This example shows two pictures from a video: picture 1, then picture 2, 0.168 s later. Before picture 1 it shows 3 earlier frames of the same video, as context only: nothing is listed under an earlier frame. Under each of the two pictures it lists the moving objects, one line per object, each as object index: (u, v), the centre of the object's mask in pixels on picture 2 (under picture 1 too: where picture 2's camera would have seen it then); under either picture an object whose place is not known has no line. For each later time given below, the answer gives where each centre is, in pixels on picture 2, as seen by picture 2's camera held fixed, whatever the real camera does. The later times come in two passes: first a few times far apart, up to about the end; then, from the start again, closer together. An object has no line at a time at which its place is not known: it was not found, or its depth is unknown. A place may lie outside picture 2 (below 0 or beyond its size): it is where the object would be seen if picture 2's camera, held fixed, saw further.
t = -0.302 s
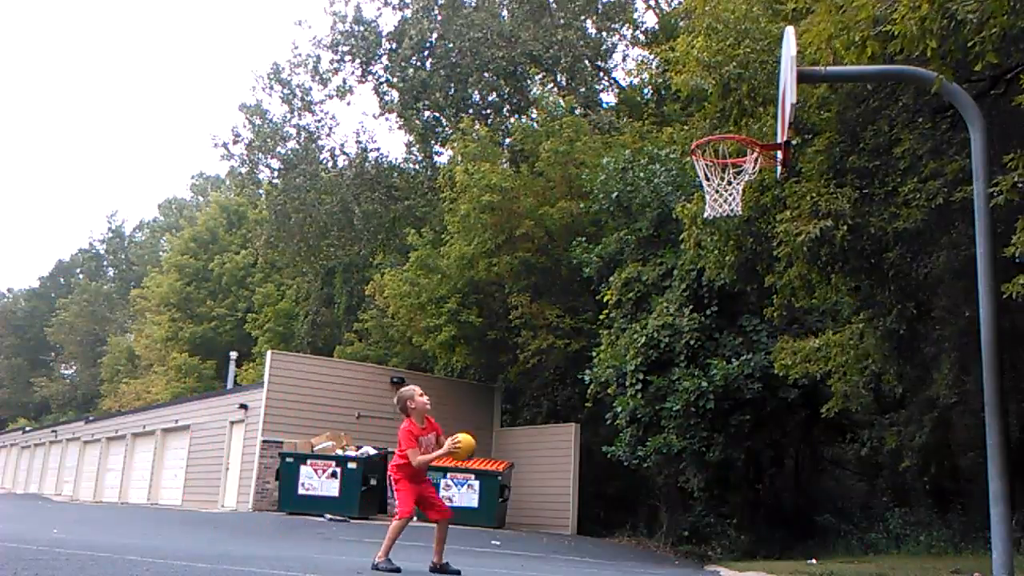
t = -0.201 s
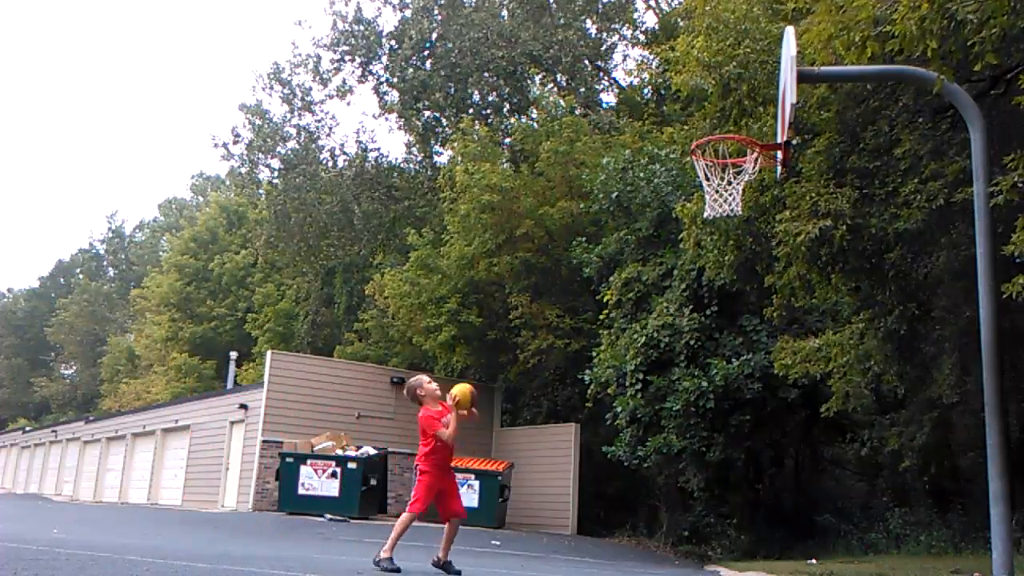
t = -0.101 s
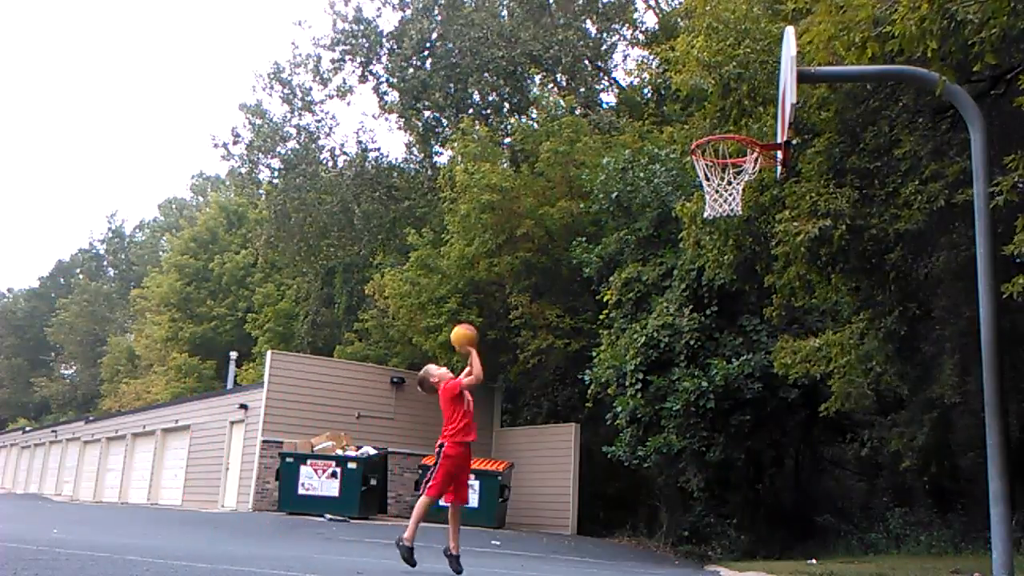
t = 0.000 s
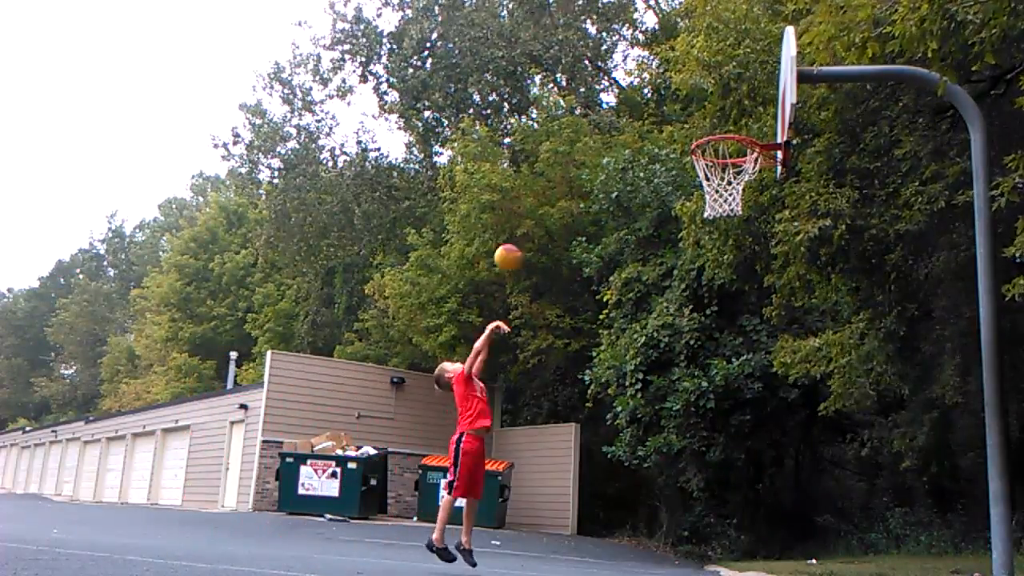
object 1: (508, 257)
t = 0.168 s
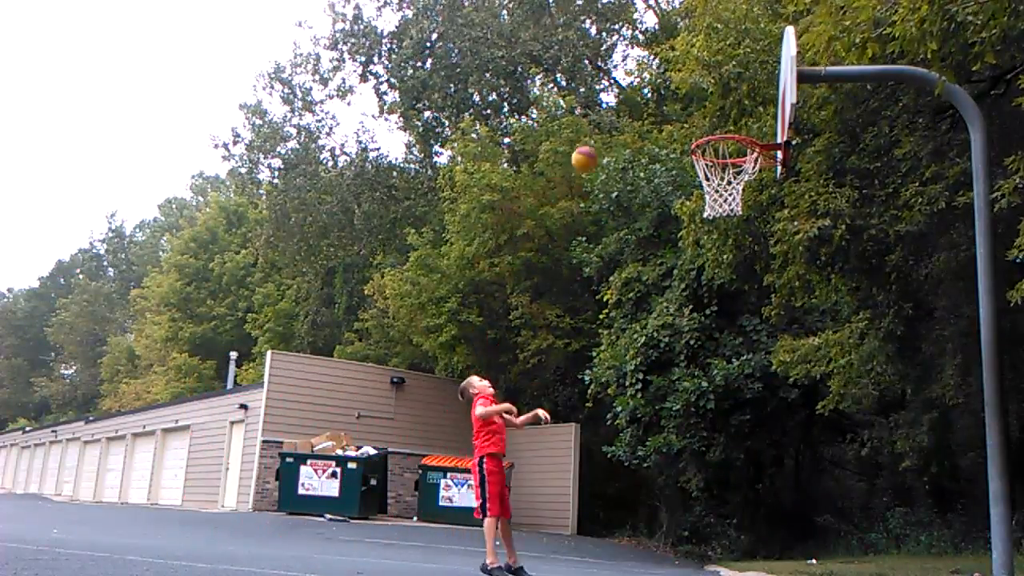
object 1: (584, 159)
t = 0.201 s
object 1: (599, 144)
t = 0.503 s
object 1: (726, 81)
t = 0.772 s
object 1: (719, 117)
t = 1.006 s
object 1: (709, 116)
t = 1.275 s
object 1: (720, 162)
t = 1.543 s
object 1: (731, 300)
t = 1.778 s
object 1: (744, 501)
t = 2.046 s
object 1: (778, 466)
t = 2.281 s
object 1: (812, 391)
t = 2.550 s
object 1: (852, 391)
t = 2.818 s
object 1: (898, 480)
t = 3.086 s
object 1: (931, 530)
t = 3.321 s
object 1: (942, 474)
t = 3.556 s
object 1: (957, 486)
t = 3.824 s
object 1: (978, 567)
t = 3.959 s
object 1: (986, 540)
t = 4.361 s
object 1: (1023, 564)
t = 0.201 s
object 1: (599, 144)
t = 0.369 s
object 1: (671, 94)
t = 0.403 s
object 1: (685, 89)
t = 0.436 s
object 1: (699, 84)
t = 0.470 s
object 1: (712, 82)
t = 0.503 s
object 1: (726, 81)
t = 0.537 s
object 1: (740, 81)
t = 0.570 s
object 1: (754, 83)
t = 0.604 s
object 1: (768, 86)
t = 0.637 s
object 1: (764, 90)
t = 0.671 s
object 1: (753, 94)
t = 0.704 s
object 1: (741, 101)
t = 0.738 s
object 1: (730, 108)
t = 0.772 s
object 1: (719, 117)
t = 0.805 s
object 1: (707, 127)
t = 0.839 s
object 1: (702, 130)
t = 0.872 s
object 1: (703, 126)
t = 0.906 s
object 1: (705, 122)
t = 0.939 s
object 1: (707, 118)
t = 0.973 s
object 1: (708, 117)
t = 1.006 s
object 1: (709, 116)
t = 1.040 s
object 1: (711, 117)
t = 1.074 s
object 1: (712, 120)
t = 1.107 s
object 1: (713, 123)
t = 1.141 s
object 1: (714, 126)
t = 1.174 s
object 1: (714, 130)
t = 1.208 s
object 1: (717, 144)
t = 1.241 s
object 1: (718, 151)
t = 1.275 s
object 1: (720, 162)
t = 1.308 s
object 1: (720, 171)
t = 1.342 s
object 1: (723, 184)
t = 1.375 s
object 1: (723, 198)
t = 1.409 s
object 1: (725, 221)
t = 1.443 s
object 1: (727, 238)
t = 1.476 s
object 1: (728, 257)
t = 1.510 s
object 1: (729, 279)
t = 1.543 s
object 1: (731, 300)
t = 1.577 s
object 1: (733, 323)
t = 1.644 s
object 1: (737, 376)
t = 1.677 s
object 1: (738, 405)
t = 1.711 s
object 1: (740, 435)
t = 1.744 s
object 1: (742, 468)
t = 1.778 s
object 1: (744, 501)
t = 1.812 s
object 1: (746, 537)
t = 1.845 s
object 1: (749, 568)
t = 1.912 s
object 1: (758, 543)
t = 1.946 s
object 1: (763, 521)
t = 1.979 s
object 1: (768, 501)
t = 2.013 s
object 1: (773, 482)
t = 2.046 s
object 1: (778, 466)
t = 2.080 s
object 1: (782, 450)
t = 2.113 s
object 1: (787, 437)
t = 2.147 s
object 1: (792, 424)
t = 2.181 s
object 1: (797, 413)
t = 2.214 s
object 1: (802, 404)
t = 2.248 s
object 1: (807, 397)
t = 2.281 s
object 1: (812, 391)
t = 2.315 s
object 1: (817, 387)
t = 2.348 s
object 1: (822, 384)
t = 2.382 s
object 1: (827, 382)
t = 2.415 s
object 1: (831, 380)
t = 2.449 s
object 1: (836, 380)
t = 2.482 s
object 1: (841, 383)
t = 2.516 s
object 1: (846, 386)
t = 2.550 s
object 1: (852, 391)
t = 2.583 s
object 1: (857, 397)
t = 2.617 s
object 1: (863, 404)
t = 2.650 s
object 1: (869, 413)
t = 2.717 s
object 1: (880, 435)
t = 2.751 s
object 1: (886, 449)
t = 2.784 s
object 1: (892, 464)
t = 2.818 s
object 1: (898, 480)
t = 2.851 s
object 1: (905, 498)
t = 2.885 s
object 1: (910, 519)
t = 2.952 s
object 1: (923, 563)
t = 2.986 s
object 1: (927, 570)
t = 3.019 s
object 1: (929, 560)
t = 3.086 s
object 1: (931, 530)
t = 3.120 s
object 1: (933, 518)
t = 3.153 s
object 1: (934, 507)
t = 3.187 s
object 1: (935, 498)
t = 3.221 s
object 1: (937, 489)
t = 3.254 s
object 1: (939, 483)
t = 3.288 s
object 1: (940, 478)
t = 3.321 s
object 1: (942, 474)
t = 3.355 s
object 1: (944, 471)
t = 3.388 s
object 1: (946, 470)
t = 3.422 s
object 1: (948, 470)
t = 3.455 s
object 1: (950, 472)
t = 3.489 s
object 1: (953, 475)
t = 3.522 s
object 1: (955, 480)
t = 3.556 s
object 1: (957, 486)
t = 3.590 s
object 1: (960, 494)
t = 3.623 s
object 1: (963, 502)
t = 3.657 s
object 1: (965, 512)
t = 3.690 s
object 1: (968, 524)
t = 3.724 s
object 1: (971, 536)
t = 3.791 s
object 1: (976, 565)
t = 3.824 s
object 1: (978, 567)
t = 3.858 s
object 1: (982, 561)
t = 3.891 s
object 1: (983, 552)
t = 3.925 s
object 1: (985, 545)
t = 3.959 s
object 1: (986, 540)
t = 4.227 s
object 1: (1019, 550)
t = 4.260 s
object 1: (1020, 556)
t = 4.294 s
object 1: (1022, 566)
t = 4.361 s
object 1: (1023, 564)
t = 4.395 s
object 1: (1023, 559)
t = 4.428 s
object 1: (1022, 556)
